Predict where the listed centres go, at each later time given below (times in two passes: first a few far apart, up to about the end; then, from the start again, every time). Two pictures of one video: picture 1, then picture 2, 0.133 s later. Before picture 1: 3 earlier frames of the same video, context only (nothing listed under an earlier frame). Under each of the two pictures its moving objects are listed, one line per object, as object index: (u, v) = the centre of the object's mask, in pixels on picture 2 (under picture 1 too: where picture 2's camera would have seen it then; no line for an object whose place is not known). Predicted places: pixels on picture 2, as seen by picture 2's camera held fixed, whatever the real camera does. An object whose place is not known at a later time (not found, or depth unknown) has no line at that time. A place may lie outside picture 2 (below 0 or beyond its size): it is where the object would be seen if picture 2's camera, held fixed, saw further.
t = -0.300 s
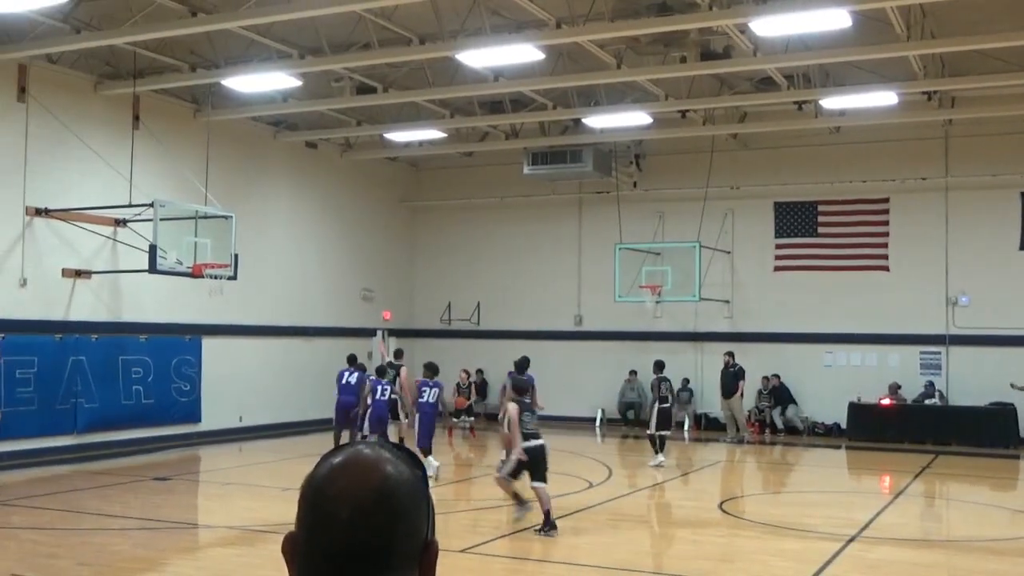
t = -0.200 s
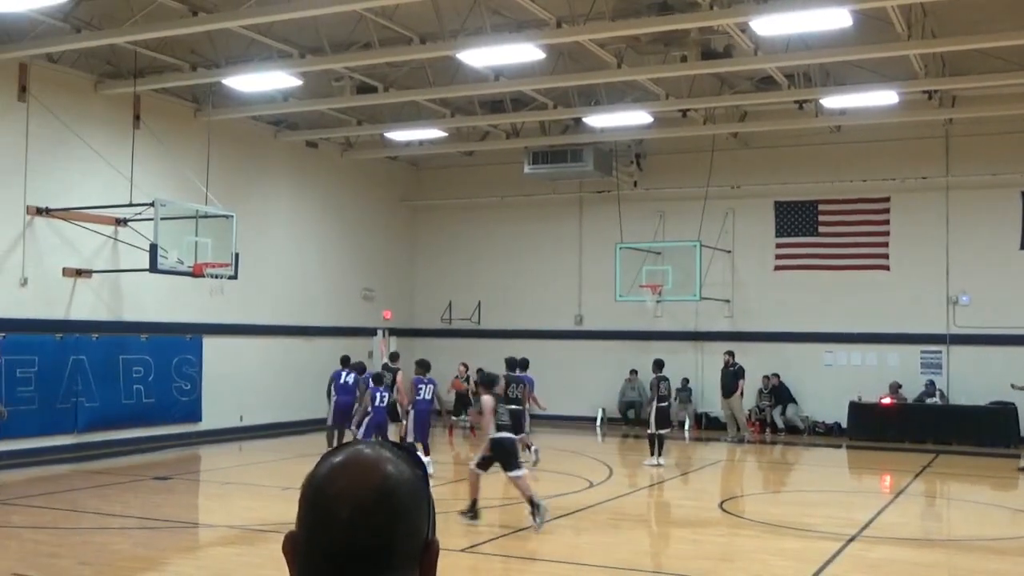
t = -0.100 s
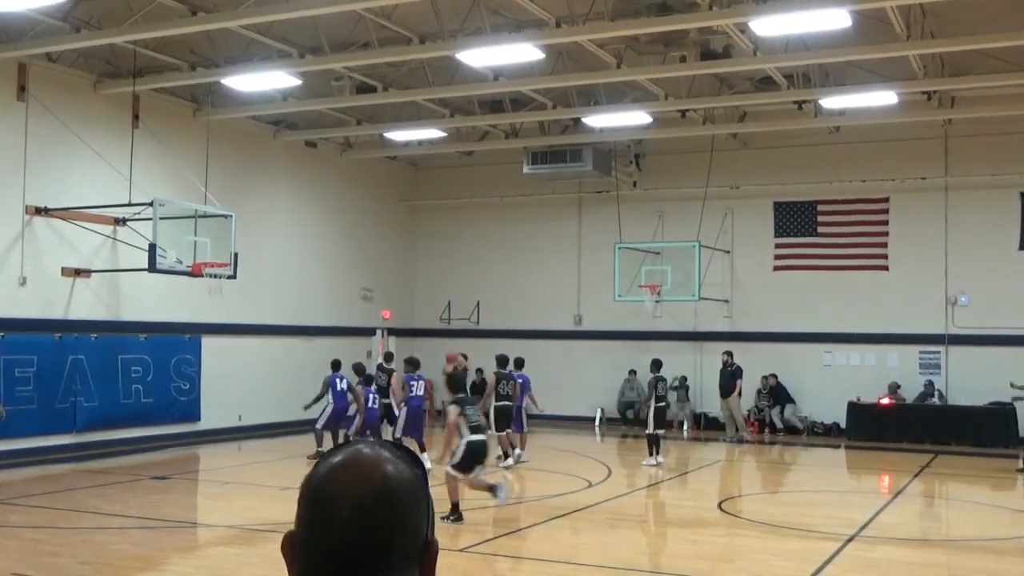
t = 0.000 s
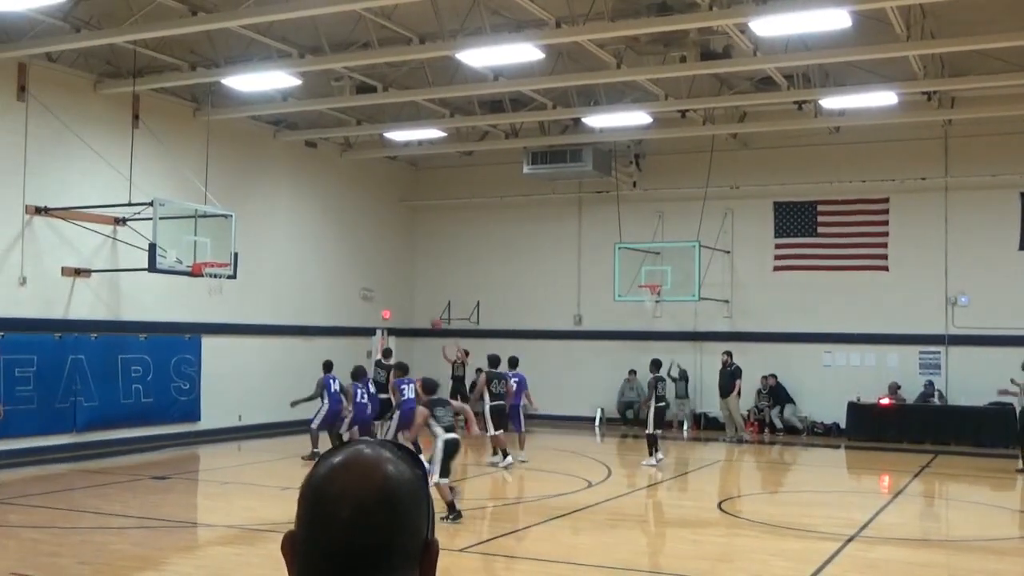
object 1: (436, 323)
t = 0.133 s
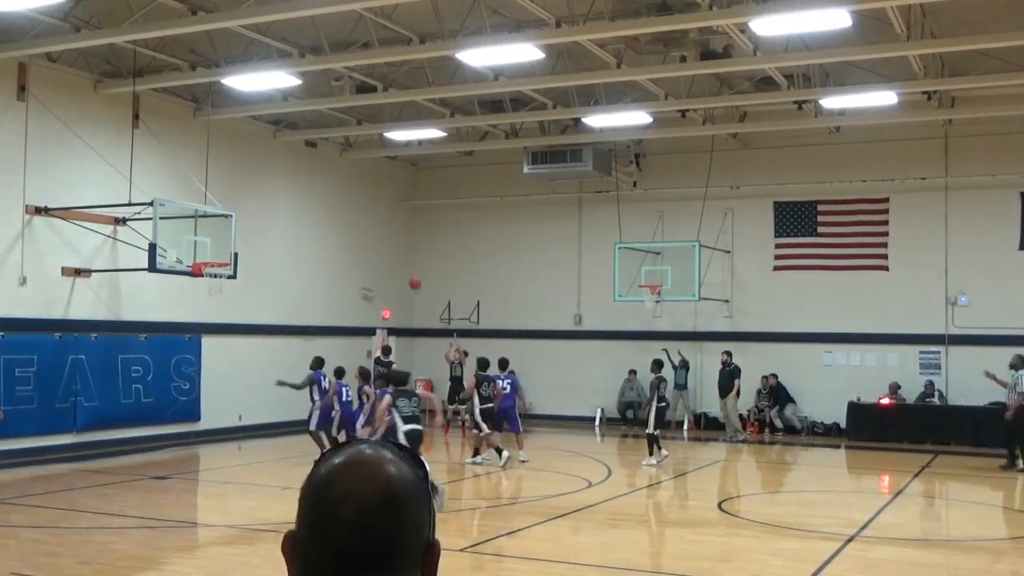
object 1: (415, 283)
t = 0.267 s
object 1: (392, 250)
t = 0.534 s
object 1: (344, 210)
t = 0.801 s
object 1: (291, 206)
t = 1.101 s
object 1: (223, 256)
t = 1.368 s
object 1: (203, 265)
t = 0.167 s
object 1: (409, 274)
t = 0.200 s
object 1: (403, 265)
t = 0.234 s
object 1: (398, 258)
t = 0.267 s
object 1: (392, 250)
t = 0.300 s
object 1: (386, 243)
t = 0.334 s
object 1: (380, 237)
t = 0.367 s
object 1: (374, 231)
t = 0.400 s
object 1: (368, 226)
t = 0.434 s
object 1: (362, 220)
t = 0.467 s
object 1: (356, 216)
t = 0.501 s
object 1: (350, 212)
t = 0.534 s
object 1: (344, 210)
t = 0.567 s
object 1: (337, 207)
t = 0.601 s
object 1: (331, 204)
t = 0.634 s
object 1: (324, 203)
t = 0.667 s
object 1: (318, 202)
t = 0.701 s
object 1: (311, 202)
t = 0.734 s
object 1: (305, 201)
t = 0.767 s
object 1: (298, 204)
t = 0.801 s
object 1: (291, 206)
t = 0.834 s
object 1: (283, 209)
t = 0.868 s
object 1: (276, 212)
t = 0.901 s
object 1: (269, 216)
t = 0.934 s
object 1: (262, 220)
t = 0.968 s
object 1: (254, 225)
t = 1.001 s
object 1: (247, 231)
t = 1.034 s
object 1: (239, 238)
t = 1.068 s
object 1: (232, 247)
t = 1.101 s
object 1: (223, 256)
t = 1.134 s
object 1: (220, 256)
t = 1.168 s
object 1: (218, 256)
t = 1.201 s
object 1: (215, 255)
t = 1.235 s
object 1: (213, 256)
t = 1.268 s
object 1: (210, 257)
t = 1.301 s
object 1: (208, 259)
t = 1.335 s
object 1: (205, 261)
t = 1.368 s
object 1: (203, 265)
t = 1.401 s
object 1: (199, 269)
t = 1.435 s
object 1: (197, 275)
